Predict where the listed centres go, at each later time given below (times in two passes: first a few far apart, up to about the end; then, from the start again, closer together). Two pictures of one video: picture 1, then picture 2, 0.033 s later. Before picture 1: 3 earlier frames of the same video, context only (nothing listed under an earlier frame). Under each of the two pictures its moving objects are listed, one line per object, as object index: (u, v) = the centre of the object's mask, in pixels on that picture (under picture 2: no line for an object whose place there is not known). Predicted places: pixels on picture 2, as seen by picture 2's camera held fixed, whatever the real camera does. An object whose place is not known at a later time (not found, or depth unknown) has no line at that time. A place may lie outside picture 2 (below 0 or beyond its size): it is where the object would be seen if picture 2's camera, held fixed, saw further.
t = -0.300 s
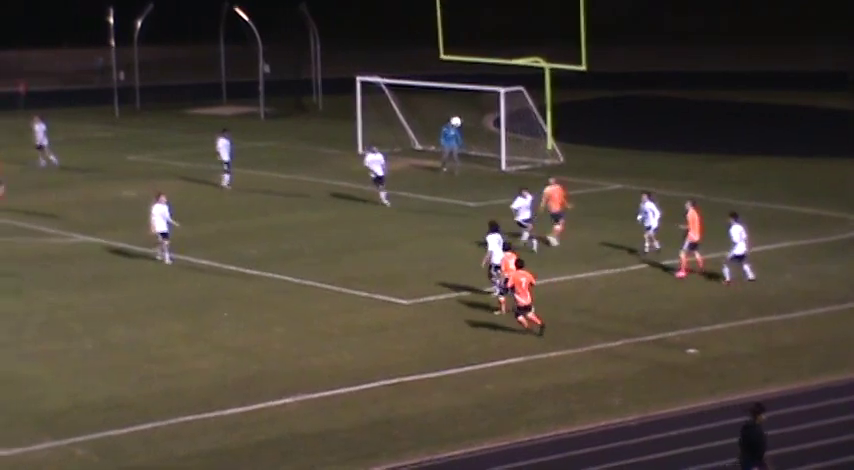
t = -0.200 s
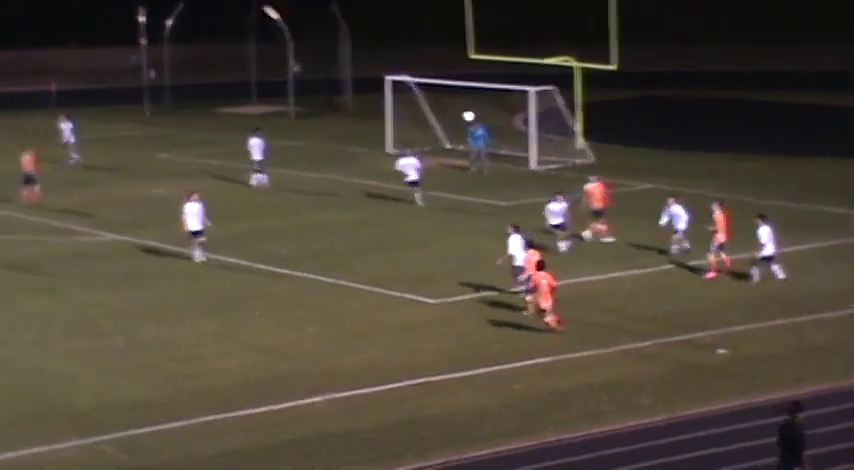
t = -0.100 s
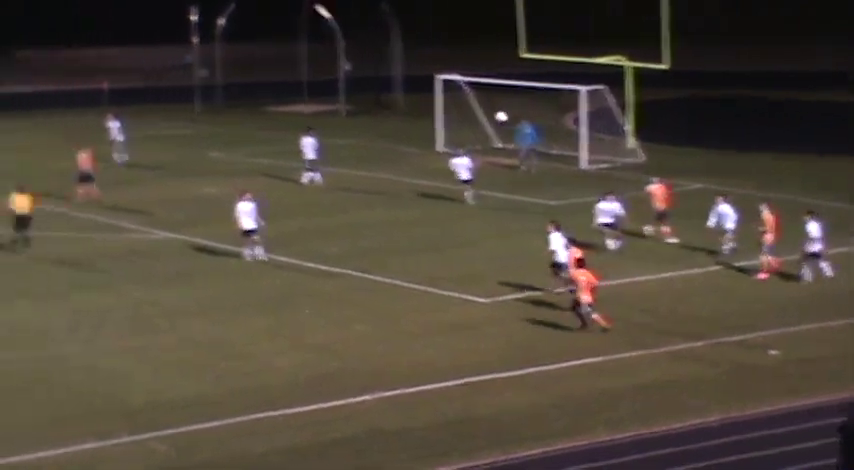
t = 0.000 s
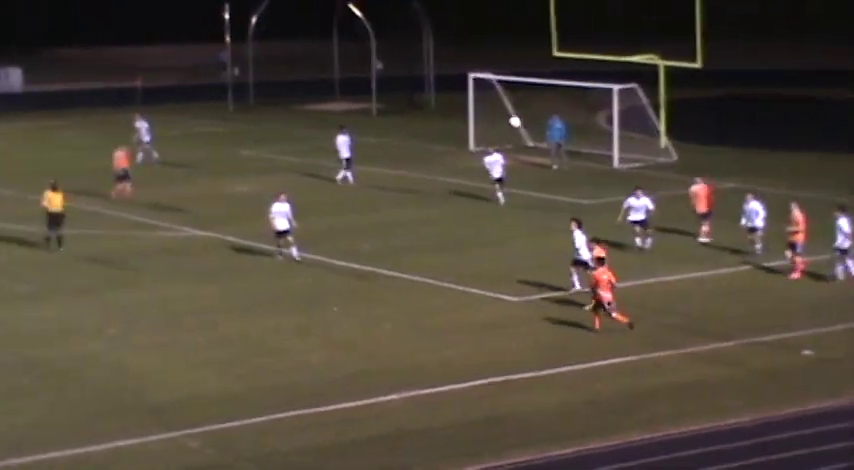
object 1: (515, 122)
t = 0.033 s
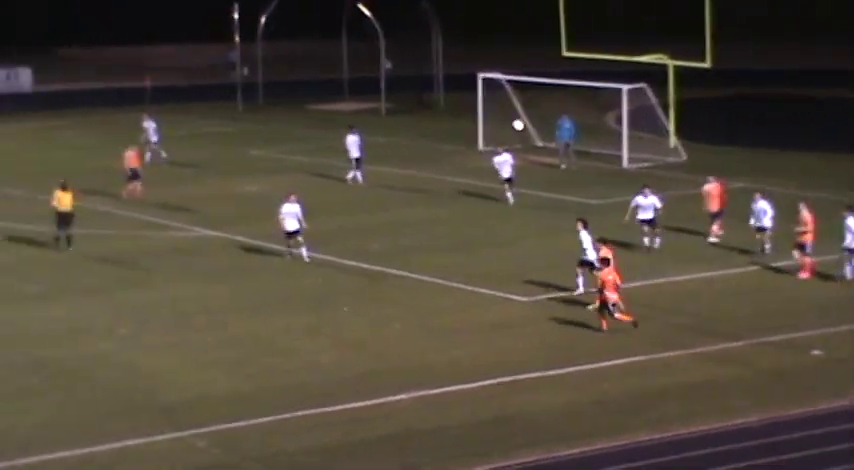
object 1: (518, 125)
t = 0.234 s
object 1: (480, 159)
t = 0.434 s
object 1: (443, 216)
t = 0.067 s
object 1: (511, 129)
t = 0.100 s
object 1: (505, 134)
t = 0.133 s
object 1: (499, 139)
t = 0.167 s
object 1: (492, 145)
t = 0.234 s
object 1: (480, 159)
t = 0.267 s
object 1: (474, 167)
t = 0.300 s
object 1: (468, 176)
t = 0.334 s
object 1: (462, 185)
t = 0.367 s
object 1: (455, 195)
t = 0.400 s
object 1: (449, 205)
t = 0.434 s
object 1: (443, 216)
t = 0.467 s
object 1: (437, 229)
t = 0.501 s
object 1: (431, 241)
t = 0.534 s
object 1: (425, 255)
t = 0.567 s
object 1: (418, 269)
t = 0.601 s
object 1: (413, 284)
